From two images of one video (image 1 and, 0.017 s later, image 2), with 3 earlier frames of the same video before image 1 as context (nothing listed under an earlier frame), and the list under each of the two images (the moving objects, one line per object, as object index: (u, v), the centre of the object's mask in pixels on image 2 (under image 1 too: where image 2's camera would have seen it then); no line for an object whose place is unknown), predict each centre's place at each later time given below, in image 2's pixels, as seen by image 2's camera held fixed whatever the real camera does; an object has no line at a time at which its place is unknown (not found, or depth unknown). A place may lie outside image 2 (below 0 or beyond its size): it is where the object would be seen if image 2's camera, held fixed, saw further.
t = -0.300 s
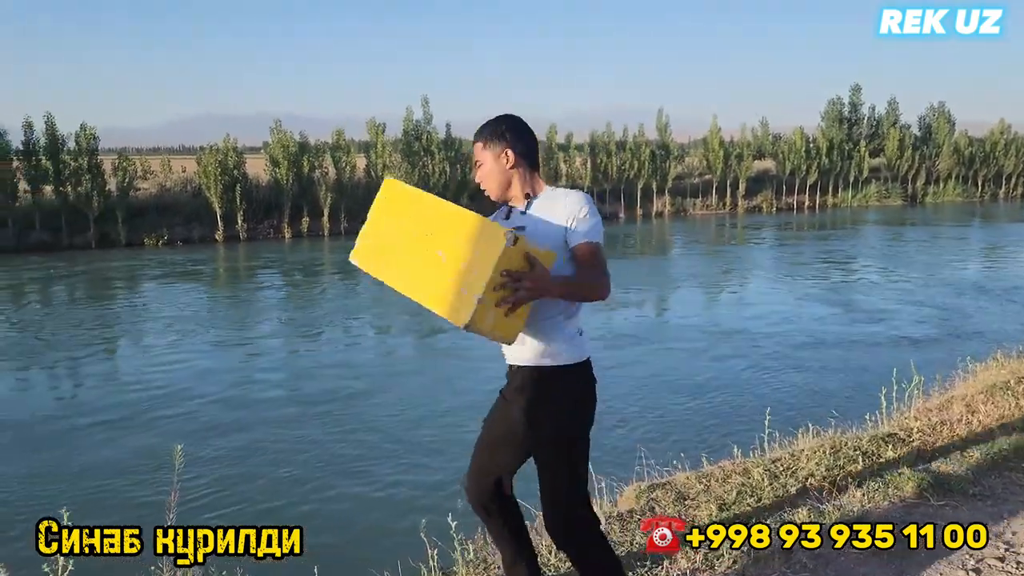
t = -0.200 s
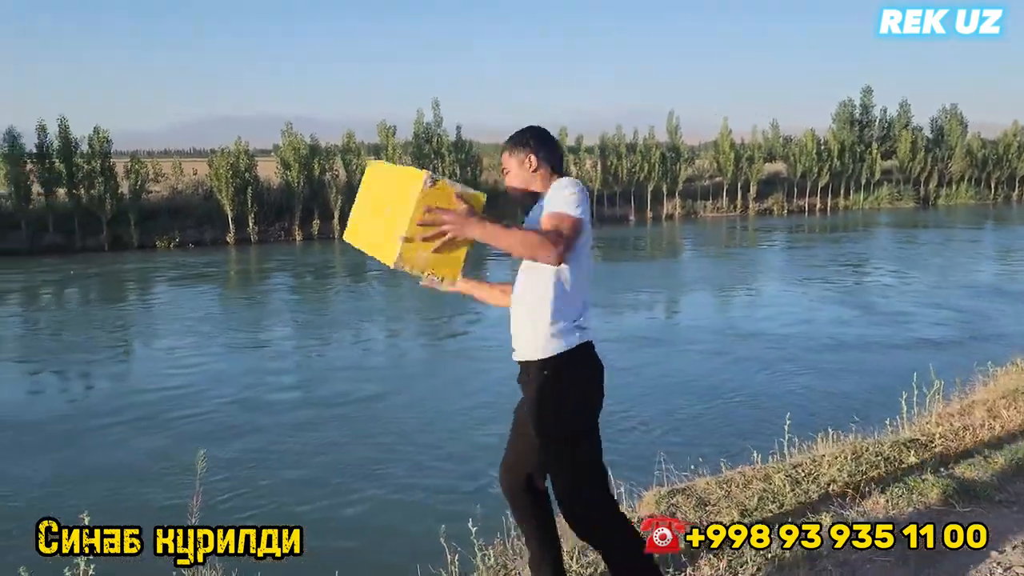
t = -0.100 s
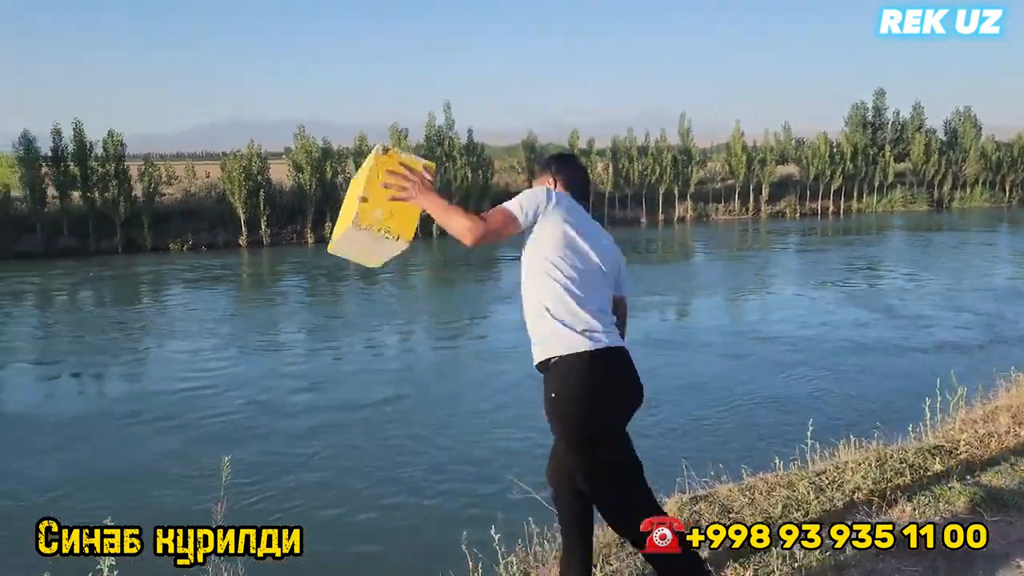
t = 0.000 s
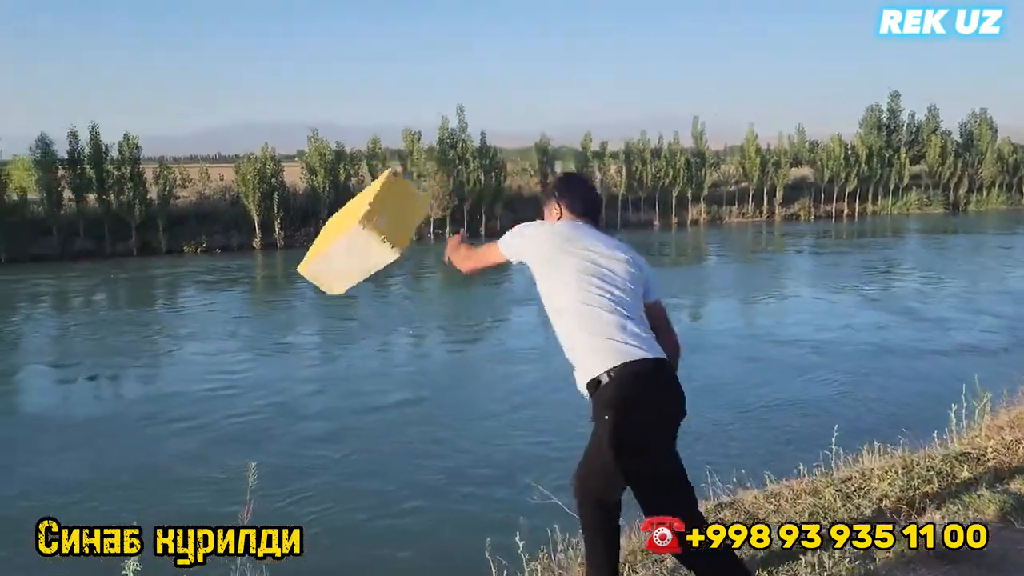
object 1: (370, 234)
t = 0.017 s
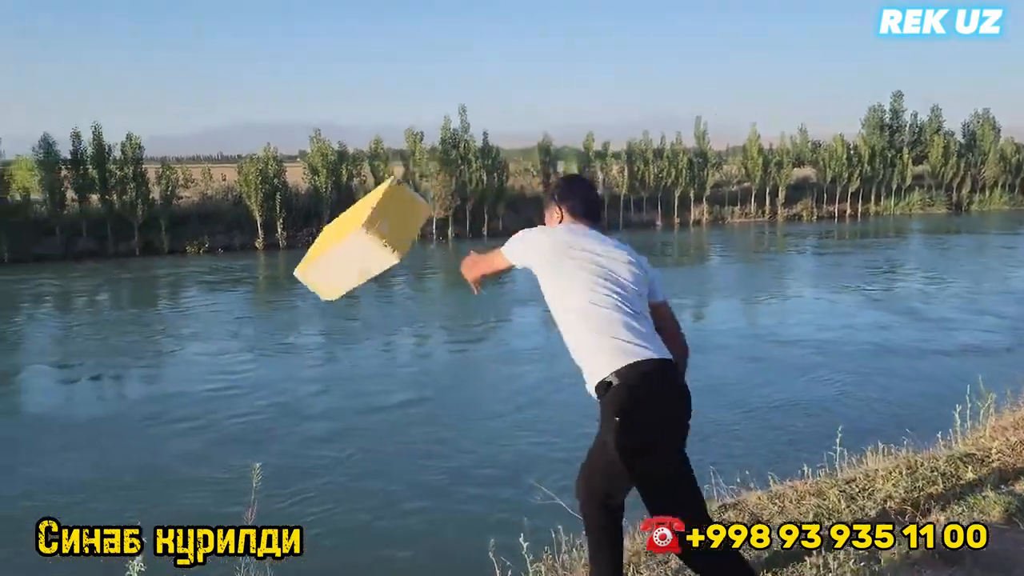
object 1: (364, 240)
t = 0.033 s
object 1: (358, 247)
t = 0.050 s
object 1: (352, 253)
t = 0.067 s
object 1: (345, 260)
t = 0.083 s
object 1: (340, 268)
